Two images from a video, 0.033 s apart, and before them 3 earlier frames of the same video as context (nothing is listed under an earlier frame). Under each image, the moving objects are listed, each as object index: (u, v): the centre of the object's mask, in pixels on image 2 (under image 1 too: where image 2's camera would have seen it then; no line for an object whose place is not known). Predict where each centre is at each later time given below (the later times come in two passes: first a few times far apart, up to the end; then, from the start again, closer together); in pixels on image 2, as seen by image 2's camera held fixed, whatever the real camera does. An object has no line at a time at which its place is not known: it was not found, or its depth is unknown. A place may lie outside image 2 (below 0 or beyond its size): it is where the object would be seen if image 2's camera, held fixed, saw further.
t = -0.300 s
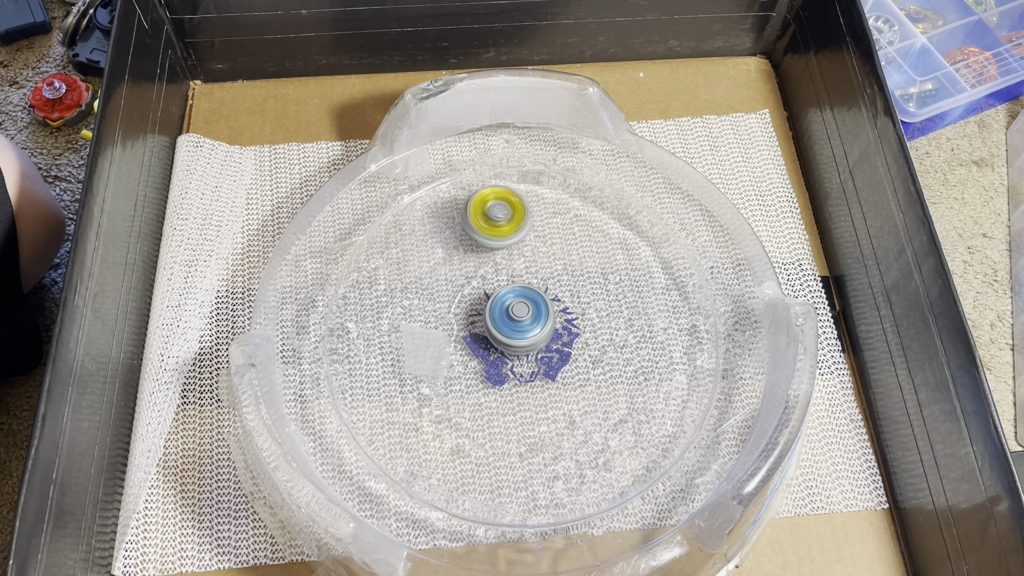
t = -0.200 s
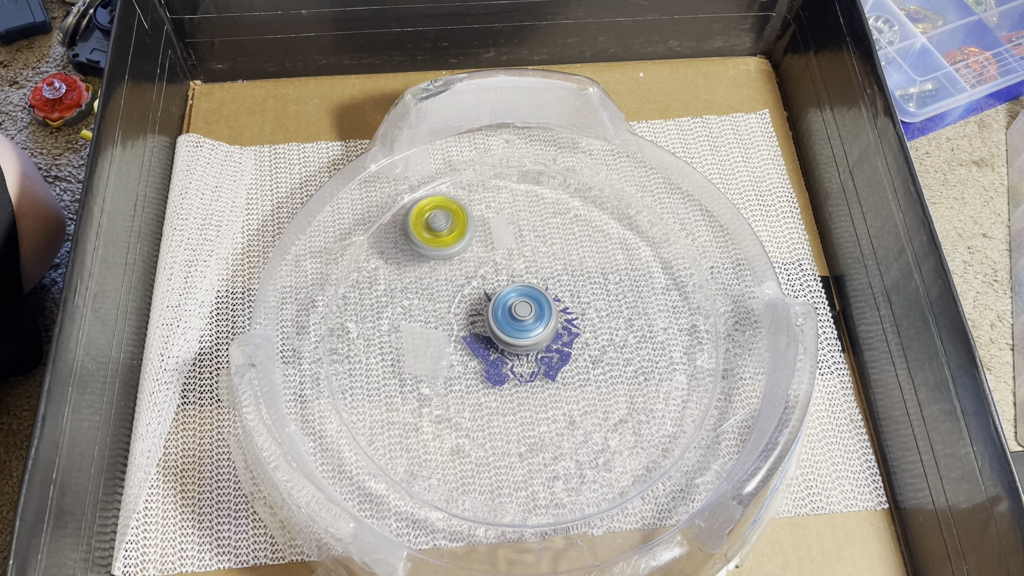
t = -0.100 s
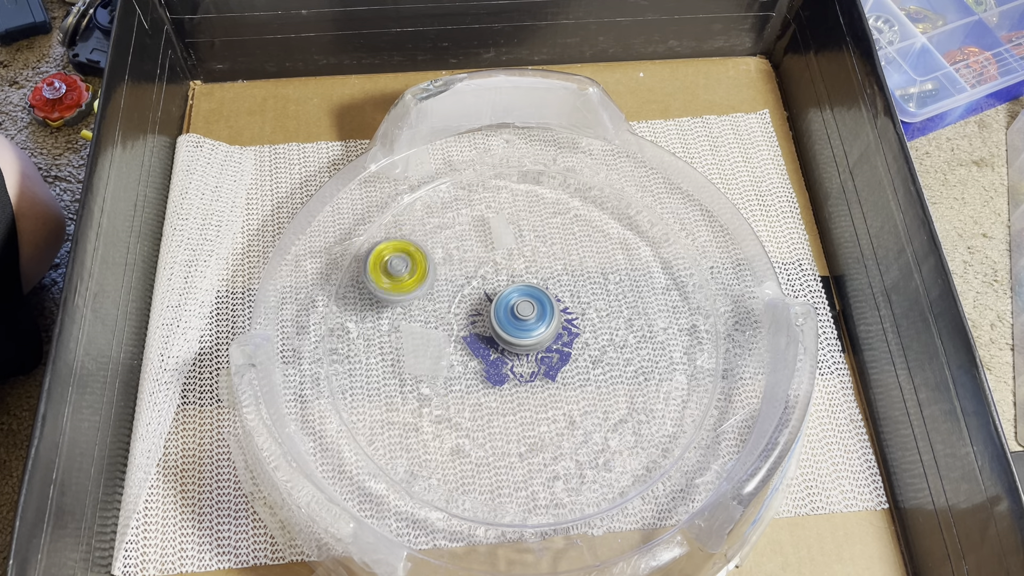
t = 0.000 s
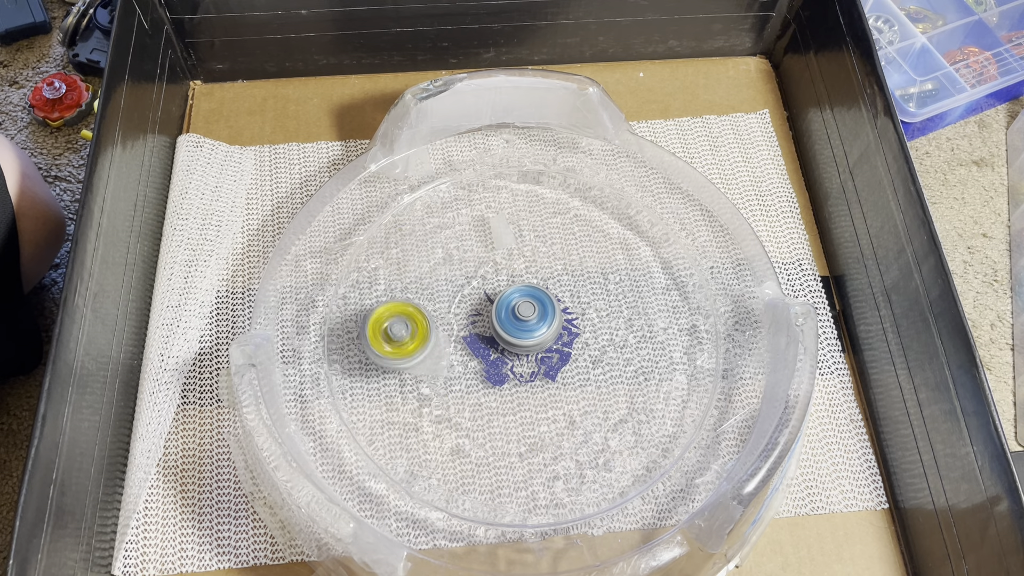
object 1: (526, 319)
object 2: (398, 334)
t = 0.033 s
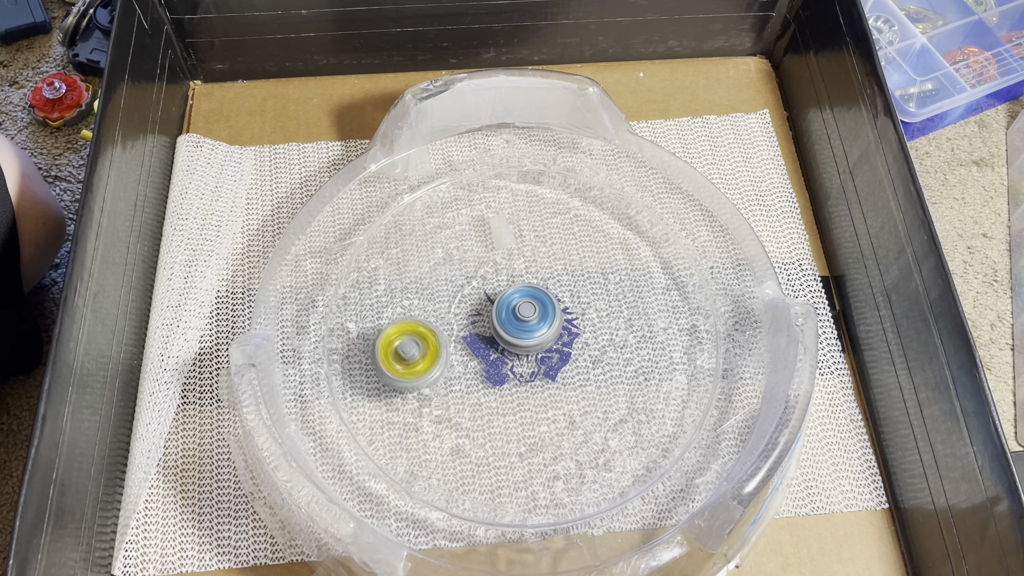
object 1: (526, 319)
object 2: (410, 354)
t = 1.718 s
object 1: (515, 353)
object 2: (585, 265)
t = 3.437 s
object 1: (516, 321)
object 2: (518, 423)
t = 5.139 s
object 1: (520, 352)
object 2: (469, 270)
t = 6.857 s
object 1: (514, 324)
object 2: (598, 359)
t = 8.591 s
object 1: (521, 346)
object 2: (450, 367)
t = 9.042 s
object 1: (515, 339)
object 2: (633, 369)
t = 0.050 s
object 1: (526, 319)
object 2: (416, 362)
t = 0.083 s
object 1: (527, 320)
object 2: (432, 379)
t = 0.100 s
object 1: (527, 320)
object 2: (442, 386)
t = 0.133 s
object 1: (527, 321)
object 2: (462, 396)
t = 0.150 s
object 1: (527, 321)
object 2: (473, 400)
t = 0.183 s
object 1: (527, 322)
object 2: (498, 405)
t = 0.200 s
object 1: (528, 322)
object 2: (508, 407)
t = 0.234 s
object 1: (528, 324)
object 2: (532, 406)
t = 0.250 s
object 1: (528, 324)
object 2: (544, 405)
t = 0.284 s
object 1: (528, 326)
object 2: (564, 398)
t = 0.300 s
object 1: (529, 326)
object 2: (575, 394)
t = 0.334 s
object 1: (529, 327)
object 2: (593, 382)
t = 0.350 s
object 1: (529, 328)
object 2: (601, 376)
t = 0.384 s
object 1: (530, 329)
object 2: (615, 361)
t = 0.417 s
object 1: (530, 330)
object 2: (625, 345)
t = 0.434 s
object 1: (530, 331)
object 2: (629, 337)
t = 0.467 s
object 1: (531, 332)
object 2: (634, 318)
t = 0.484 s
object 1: (531, 332)
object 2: (635, 309)
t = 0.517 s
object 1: (531, 334)
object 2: (633, 291)
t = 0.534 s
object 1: (531, 334)
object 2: (631, 282)
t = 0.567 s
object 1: (532, 335)
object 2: (624, 264)
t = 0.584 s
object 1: (532, 336)
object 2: (619, 256)
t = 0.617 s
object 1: (532, 337)
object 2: (606, 242)
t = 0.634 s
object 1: (532, 338)
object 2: (599, 236)
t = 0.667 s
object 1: (533, 339)
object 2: (581, 225)
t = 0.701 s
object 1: (533, 339)
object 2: (562, 219)
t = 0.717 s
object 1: (533, 340)
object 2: (551, 217)
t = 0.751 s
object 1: (533, 341)
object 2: (530, 216)
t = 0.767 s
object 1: (533, 341)
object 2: (521, 217)
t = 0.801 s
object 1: (533, 342)
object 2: (500, 223)
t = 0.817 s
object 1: (533, 343)
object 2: (490, 228)
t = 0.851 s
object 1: (533, 344)
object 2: (474, 239)
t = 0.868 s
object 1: (533, 344)
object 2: (465, 247)
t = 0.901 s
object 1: (533, 345)
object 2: (452, 264)
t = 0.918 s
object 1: (532, 345)
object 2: (446, 273)
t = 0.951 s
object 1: (532, 346)
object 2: (439, 292)
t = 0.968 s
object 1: (532, 346)
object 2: (436, 302)
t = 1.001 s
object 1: (531, 347)
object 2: (436, 323)
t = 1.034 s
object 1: (531, 347)
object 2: (438, 343)
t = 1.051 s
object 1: (531, 348)
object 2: (440, 353)
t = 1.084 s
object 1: (530, 348)
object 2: (449, 371)
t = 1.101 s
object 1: (529, 348)
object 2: (455, 380)
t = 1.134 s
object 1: (529, 349)
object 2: (467, 396)
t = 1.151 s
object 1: (529, 349)
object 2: (475, 404)
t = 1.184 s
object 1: (528, 350)
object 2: (492, 417)
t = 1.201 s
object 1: (527, 350)
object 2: (502, 422)
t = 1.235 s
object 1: (526, 350)
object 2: (523, 431)
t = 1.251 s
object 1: (526, 351)
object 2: (533, 433)
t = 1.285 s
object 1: (525, 351)
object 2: (555, 437)
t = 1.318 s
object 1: (524, 352)
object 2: (577, 435)
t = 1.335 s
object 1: (524, 352)
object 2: (588, 433)
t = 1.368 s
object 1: (523, 352)
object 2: (609, 426)
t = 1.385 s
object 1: (522, 352)
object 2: (618, 421)
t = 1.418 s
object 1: (522, 353)
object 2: (634, 408)
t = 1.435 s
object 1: (521, 353)
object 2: (642, 400)
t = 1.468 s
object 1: (521, 354)
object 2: (652, 384)
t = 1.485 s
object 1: (520, 354)
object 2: (656, 374)
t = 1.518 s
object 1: (519, 354)
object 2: (659, 355)
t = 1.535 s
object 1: (519, 354)
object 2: (659, 346)
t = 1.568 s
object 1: (518, 354)
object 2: (654, 326)
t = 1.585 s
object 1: (518, 354)
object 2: (650, 317)
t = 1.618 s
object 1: (517, 354)
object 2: (639, 300)
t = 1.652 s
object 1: (517, 354)
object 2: (624, 285)
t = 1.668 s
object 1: (516, 353)
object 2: (615, 279)
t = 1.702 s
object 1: (516, 353)
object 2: (596, 269)
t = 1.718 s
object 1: (515, 353)
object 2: (585, 265)
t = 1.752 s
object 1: (515, 352)
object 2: (564, 260)
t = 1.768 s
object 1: (514, 352)
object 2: (553, 258)
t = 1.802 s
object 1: (513, 352)
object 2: (532, 258)
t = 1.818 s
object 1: (513, 351)
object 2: (521, 259)
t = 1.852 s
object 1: (512, 351)
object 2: (501, 265)
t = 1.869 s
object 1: (512, 350)
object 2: (491, 267)
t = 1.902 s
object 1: (511, 350)
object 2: (471, 277)
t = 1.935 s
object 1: (510, 349)
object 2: (456, 289)
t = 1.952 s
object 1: (510, 349)
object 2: (450, 295)
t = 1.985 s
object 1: (509, 348)
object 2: (437, 310)
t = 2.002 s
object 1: (509, 348)
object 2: (431, 319)
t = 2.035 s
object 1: (508, 347)
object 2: (424, 335)
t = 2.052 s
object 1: (507, 346)
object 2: (421, 344)
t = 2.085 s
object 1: (506, 346)
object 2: (418, 362)
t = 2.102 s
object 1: (506, 345)
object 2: (418, 371)
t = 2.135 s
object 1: (505, 344)
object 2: (421, 391)
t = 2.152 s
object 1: (505, 344)
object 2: (424, 399)
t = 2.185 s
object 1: (504, 343)
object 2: (432, 417)
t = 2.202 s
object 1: (504, 343)
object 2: (438, 425)
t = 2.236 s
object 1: (503, 342)
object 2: (453, 439)
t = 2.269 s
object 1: (502, 341)
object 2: (471, 451)
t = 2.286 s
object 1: (502, 341)
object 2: (481, 456)
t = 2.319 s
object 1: (502, 340)
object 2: (502, 461)
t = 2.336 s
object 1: (501, 340)
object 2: (514, 463)
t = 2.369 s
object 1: (501, 339)
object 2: (536, 460)
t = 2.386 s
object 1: (501, 339)
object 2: (548, 459)
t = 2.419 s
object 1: (501, 338)
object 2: (569, 450)
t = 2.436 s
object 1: (501, 338)
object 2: (578, 445)
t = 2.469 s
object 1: (501, 337)
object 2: (595, 430)
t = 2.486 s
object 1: (500, 336)
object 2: (602, 421)
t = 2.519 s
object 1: (500, 335)
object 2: (611, 404)
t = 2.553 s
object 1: (500, 335)
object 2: (617, 383)
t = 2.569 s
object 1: (500, 334)
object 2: (617, 373)
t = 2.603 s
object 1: (500, 334)
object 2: (616, 352)
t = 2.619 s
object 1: (500, 334)
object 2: (614, 343)
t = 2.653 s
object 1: (500, 333)
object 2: (606, 324)
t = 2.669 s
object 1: (500, 332)
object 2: (601, 316)
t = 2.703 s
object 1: (501, 332)
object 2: (589, 300)
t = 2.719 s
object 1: (501, 332)
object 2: (582, 292)
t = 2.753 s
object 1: (501, 331)
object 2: (567, 280)
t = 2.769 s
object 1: (502, 331)
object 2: (558, 274)
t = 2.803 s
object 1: (502, 330)
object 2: (541, 264)
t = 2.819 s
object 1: (502, 330)
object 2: (532, 260)
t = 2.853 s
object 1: (503, 329)
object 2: (512, 255)
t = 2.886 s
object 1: (504, 329)
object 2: (493, 252)
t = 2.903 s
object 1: (504, 328)
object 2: (484, 252)
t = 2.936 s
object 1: (505, 328)
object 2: (463, 254)
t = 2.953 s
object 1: (505, 327)
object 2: (454, 256)
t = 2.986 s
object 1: (506, 327)
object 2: (436, 262)
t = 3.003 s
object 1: (507, 327)
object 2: (427, 267)
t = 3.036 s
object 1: (508, 326)
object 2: (413, 277)
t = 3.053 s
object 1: (508, 326)
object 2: (405, 284)
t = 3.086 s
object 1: (509, 325)
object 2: (394, 298)
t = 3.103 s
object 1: (510, 325)
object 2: (390, 307)
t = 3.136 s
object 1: (511, 325)
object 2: (384, 325)
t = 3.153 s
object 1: (512, 324)
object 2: (384, 334)
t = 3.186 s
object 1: (512, 324)
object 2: (386, 353)
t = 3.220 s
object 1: (513, 323)
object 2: (393, 371)
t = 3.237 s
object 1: (513, 322)
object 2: (397, 381)
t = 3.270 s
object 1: (514, 322)
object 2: (411, 397)
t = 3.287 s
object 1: (514, 322)
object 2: (420, 404)
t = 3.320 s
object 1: (514, 321)
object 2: (439, 415)
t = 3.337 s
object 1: (514, 321)
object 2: (450, 420)
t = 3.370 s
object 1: (515, 321)
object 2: (472, 425)
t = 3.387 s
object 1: (515, 321)
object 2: (483, 426)
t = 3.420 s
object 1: (516, 321)
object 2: (507, 425)
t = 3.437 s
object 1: (516, 321)
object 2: (518, 423)
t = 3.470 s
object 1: (516, 321)
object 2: (540, 415)
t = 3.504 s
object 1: (517, 321)
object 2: (558, 404)
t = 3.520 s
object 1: (517, 321)
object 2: (567, 397)
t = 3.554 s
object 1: (518, 321)
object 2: (581, 383)
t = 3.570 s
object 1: (518, 321)
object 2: (587, 375)
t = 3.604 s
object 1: (518, 322)
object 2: (596, 357)
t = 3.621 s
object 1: (518, 322)
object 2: (598, 348)
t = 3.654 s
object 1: (519, 323)
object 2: (602, 330)
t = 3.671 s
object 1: (519, 323)
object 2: (603, 321)
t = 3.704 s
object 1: (520, 324)
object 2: (601, 304)
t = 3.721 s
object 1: (520, 324)
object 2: (599, 295)
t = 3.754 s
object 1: (521, 325)
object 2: (593, 278)
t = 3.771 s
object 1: (521, 325)
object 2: (589, 270)
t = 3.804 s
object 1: (522, 325)
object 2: (579, 255)
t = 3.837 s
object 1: (523, 326)
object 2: (565, 242)
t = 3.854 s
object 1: (523, 326)
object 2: (558, 236)
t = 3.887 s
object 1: (524, 327)
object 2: (541, 228)
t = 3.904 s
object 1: (525, 328)
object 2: (532, 224)
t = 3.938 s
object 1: (525, 328)
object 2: (515, 219)
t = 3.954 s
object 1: (526, 328)
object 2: (504, 219)
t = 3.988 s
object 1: (527, 329)
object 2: (485, 220)
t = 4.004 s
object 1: (527, 330)
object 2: (477, 222)
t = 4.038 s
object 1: (528, 330)
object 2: (458, 230)
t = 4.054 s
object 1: (528, 331)
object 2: (450, 234)
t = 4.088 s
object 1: (529, 331)
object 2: (436, 247)
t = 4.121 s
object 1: (530, 332)
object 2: (425, 263)
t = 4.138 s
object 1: (530, 332)
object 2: (420, 271)
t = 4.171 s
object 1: (531, 333)
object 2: (415, 290)
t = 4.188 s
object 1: (531, 333)
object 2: (414, 300)
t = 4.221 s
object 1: (531, 334)
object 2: (415, 320)
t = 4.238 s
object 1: (531, 334)
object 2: (417, 330)
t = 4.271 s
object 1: (531, 334)
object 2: (423, 347)
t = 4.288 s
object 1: (531, 335)
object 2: (430, 357)
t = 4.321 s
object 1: (532, 335)
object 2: (443, 372)
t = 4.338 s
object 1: (532, 335)
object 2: (451, 380)
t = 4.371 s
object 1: (531, 336)
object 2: (468, 392)
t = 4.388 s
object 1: (531, 336)
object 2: (477, 397)
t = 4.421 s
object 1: (531, 337)
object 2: (498, 405)
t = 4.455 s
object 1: (531, 337)
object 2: (518, 409)
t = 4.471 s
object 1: (531, 337)
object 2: (530, 410)
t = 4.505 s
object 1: (530, 338)
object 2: (551, 409)
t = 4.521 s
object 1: (530, 339)
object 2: (561, 407)
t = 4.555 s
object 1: (529, 339)
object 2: (582, 402)
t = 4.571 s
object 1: (529, 340)
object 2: (591, 397)
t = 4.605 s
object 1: (528, 340)
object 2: (608, 387)
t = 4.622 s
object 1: (528, 341)
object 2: (615, 381)
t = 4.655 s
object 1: (527, 342)
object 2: (627, 367)
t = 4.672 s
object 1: (527, 342)
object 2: (632, 359)
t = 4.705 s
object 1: (526, 343)
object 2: (639, 343)
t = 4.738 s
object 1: (526, 344)
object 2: (643, 325)
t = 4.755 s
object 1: (525, 344)
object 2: (643, 317)
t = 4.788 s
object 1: (525, 345)
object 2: (639, 300)
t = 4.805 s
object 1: (524, 346)
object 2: (636, 291)
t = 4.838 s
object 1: (524, 347)
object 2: (627, 275)
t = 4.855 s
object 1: (524, 347)
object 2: (621, 268)
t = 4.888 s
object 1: (523, 348)
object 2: (606, 256)
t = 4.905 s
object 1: (523, 349)
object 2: (598, 250)
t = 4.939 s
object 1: (522, 349)
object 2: (580, 242)
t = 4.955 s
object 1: (522, 350)
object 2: (570, 240)
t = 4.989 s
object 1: (522, 350)
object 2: (550, 237)
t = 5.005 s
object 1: (522, 350)
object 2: (539, 237)
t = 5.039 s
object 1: (521, 351)
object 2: (520, 241)
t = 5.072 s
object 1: (521, 351)
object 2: (501, 247)
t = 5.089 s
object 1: (521, 352)
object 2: (493, 252)
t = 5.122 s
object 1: (521, 352)
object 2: (477, 262)
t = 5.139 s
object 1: (520, 352)
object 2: (469, 270)
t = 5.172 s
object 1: (520, 352)
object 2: (456, 285)
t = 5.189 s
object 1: (520, 352)
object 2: (451, 292)
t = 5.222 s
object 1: (520, 352)
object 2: (444, 310)
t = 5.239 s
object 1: (520, 352)
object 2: (442, 318)
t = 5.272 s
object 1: (519, 351)
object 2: (438, 339)
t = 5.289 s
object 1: (519, 351)
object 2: (438, 346)
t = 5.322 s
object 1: (519, 351)
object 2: (440, 364)
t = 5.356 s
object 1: (518, 350)
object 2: (447, 381)
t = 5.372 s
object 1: (518, 350)
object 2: (450, 389)
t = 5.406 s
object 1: (517, 350)
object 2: (461, 406)
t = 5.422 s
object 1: (516, 349)
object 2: (467, 413)
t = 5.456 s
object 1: (516, 348)
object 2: (482, 426)
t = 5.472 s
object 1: (515, 348)
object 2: (491, 431)
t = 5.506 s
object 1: (514, 348)
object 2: (510, 440)
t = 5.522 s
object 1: (514, 347)
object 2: (520, 443)
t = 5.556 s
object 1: (513, 347)
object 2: (541, 446)
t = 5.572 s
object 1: (512, 346)
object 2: (552, 446)
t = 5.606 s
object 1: (511, 346)
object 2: (572, 443)
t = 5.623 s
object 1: (511, 345)
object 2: (582, 440)
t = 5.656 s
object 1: (510, 345)
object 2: (601, 432)
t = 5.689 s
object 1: (509, 344)
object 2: (616, 418)
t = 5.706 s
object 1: (508, 344)
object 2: (623, 411)
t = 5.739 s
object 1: (508, 343)
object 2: (633, 394)
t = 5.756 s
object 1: (507, 343)
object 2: (636, 385)
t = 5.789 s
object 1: (507, 342)
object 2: (638, 367)
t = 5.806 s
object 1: (506, 342)
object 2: (637, 357)
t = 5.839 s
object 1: (506, 341)
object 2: (633, 339)
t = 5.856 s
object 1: (505, 341)
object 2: (629, 330)
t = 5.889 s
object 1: (505, 341)
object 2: (619, 314)
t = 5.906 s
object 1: (505, 340)
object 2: (613, 306)
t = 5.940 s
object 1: (504, 340)
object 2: (599, 293)
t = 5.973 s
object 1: (504, 339)
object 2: (582, 282)
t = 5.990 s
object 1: (504, 339)
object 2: (573, 278)
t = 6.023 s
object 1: (504, 339)
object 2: (555, 270)
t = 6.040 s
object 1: (504, 338)
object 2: (545, 268)
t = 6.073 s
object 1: (504, 338)
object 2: (525, 265)
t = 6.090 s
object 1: (504, 337)
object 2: (515, 265)
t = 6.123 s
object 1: (504, 337)
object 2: (496, 267)
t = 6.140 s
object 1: (504, 337)
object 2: (486, 268)
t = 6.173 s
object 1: (504, 336)
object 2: (469, 274)
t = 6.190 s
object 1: (504, 336)
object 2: (460, 278)
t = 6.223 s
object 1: (504, 335)
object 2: (444, 288)
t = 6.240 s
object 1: (504, 335)
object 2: (437, 293)
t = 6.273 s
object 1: (504, 334)
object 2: (424, 305)
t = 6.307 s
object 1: (505, 334)
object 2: (414, 319)
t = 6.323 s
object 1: (505, 333)
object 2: (410, 327)
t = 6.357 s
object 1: (505, 333)
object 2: (406, 344)
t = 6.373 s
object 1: (505, 332)
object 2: (404, 352)
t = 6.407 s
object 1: (506, 332)
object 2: (404, 369)
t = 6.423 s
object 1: (506, 331)
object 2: (405, 377)
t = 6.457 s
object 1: (507, 331)
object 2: (413, 396)
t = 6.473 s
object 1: (507, 331)
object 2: (417, 403)
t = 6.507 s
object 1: (507, 330)
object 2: (431, 418)
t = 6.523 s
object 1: (508, 330)
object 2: (438, 424)
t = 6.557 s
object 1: (508, 329)
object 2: (456, 435)
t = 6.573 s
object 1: (509, 329)
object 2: (466, 438)
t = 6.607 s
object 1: (509, 328)
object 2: (487, 442)
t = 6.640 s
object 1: (510, 328)
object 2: (509, 442)
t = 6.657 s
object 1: (510, 328)
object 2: (520, 440)
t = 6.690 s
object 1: (511, 327)
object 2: (541, 434)
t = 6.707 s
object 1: (511, 327)
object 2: (549, 429)
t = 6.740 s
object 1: (512, 326)
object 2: (567, 417)
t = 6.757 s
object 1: (513, 326)
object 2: (574, 411)
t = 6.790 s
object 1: (513, 325)
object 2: (586, 394)
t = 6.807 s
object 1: (513, 325)
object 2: (590, 386)
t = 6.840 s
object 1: (514, 324)
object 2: (597, 368)
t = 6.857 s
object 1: (514, 324)
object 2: (598, 359)
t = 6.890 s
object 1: (514, 324)
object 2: (598, 341)
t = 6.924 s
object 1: (515, 323)
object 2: (596, 324)
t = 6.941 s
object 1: (515, 323)
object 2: (594, 316)
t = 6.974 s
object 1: (515, 323)
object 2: (586, 299)
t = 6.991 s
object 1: (515, 323)
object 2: (582, 291)
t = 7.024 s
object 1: (516, 323)
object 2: (571, 277)
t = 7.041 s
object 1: (516, 323)
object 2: (565, 271)
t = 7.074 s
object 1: (516, 323)
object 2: (551, 259)
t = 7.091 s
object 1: (516, 323)
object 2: (543, 254)
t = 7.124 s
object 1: (516, 324)
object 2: (527, 246)
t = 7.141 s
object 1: (516, 324)
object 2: (519, 243)
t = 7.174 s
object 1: (517, 324)
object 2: (502, 239)
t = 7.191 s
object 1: (517, 325)
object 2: (493, 238)
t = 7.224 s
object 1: (518, 325)
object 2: (475, 239)
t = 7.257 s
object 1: (518, 325)
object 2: (458, 243)
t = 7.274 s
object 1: (518, 326)
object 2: (448, 246)
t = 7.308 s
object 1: (519, 326)
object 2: (434, 255)
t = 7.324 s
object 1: (519, 327)
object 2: (426, 261)
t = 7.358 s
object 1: (520, 327)
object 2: (415, 275)
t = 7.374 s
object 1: (520, 328)
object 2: (411, 282)
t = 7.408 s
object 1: (521, 328)
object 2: (403, 299)
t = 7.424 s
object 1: (521, 329)
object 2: (403, 308)
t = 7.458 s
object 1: (522, 329)
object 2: (402, 327)
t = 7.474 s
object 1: (522, 329)
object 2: (404, 335)
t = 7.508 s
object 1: (523, 330)
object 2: (411, 353)
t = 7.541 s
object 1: (523, 330)
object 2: (421, 367)
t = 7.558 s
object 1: (523, 331)
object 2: (428, 376)
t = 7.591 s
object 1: (524, 331)
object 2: (444, 389)
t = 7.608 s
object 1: (524, 331)
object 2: (452, 394)
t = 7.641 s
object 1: (525, 332)
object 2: (473, 403)
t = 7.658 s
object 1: (525, 332)
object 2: (482, 405)
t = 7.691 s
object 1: (526, 333)
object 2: (504, 408)
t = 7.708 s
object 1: (526, 333)
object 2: (514, 408)
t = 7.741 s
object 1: (526, 333)
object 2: (535, 405)
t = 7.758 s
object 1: (526, 333)
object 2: (545, 403)
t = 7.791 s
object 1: (526, 334)
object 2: (565, 396)
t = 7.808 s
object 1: (527, 334)
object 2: (572, 391)
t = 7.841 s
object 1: (527, 335)
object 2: (588, 380)
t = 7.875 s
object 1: (527, 336)
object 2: (601, 367)
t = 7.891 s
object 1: (528, 336)
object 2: (605, 359)
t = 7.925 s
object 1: (527, 336)
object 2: (613, 344)
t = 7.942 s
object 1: (528, 337)
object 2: (617, 336)
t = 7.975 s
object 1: (528, 337)
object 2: (619, 320)
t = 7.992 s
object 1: (528, 337)
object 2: (619, 311)
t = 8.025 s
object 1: (527, 338)
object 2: (617, 295)
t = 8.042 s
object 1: (527, 338)
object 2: (615, 287)
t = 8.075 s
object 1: (527, 339)
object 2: (607, 271)
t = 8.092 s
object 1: (527, 339)
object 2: (602, 265)
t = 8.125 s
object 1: (527, 340)
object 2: (591, 252)
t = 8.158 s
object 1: (526, 340)
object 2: (576, 242)
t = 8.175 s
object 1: (526, 340)
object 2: (567, 238)
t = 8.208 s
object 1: (526, 341)
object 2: (550, 232)
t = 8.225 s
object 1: (526, 341)
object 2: (540, 231)
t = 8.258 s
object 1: (525, 342)
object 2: (522, 231)
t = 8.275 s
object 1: (525, 342)
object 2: (513, 233)
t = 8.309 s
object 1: (525, 343)
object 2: (495, 238)
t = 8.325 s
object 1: (524, 343)
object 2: (488, 242)
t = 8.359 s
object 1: (524, 344)
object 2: (472, 252)
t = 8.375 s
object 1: (524, 344)
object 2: (465, 259)
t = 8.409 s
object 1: (523, 344)
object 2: (453, 273)
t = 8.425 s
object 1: (523, 345)
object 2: (449, 281)
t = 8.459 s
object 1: (522, 345)
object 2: (443, 298)
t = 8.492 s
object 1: (522, 346)
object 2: (439, 316)
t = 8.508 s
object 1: (522, 346)
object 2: (438, 325)
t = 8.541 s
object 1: (521, 346)
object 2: (440, 343)
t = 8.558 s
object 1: (521, 346)
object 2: (443, 351)
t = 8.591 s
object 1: (521, 346)
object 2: (450, 367)
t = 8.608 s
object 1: (523, 346)
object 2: (452, 376)
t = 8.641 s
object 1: (525, 345)
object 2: (457, 391)
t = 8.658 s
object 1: (526, 345)
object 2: (463, 399)
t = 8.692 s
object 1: (525, 344)
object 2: (474, 412)
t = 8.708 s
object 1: (525, 344)
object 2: (482, 417)
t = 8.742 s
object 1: (524, 343)
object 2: (498, 427)
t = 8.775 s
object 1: (524, 342)
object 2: (516, 434)
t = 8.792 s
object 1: (523, 342)
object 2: (525, 437)
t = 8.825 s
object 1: (522, 342)
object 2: (545, 439)
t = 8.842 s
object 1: (522, 341)
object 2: (555, 438)
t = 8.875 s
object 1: (521, 341)
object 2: (575, 434)
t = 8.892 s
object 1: (520, 341)
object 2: (584, 432)
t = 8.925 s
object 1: (519, 340)
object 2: (601, 422)
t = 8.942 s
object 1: (519, 340)
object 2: (608, 417)
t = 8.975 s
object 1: (518, 340)
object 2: (621, 402)
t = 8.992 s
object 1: (517, 339)
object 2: (626, 395)
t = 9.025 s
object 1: (516, 339)
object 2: (632, 378)
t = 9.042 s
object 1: (515, 339)
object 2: (633, 369)
